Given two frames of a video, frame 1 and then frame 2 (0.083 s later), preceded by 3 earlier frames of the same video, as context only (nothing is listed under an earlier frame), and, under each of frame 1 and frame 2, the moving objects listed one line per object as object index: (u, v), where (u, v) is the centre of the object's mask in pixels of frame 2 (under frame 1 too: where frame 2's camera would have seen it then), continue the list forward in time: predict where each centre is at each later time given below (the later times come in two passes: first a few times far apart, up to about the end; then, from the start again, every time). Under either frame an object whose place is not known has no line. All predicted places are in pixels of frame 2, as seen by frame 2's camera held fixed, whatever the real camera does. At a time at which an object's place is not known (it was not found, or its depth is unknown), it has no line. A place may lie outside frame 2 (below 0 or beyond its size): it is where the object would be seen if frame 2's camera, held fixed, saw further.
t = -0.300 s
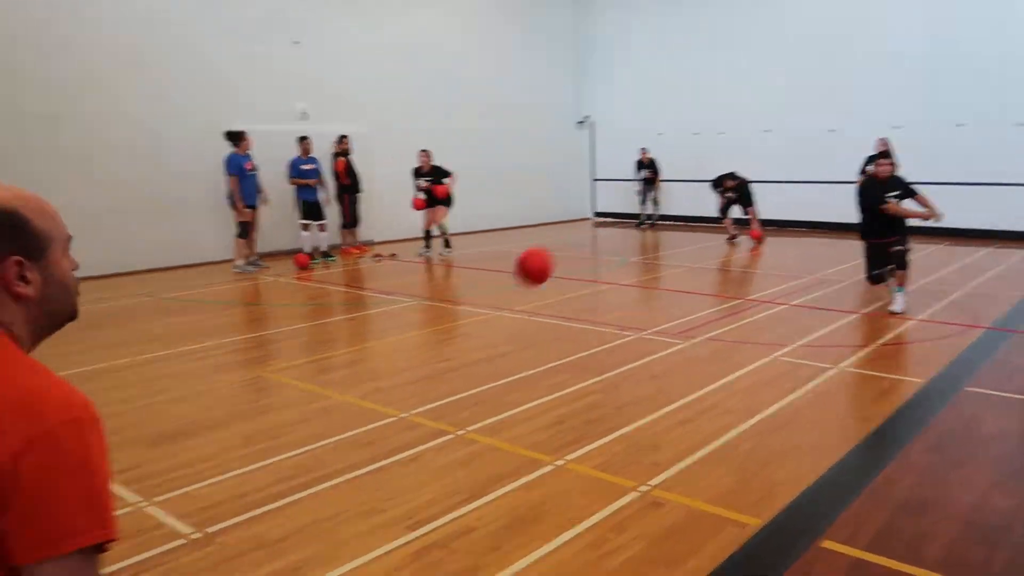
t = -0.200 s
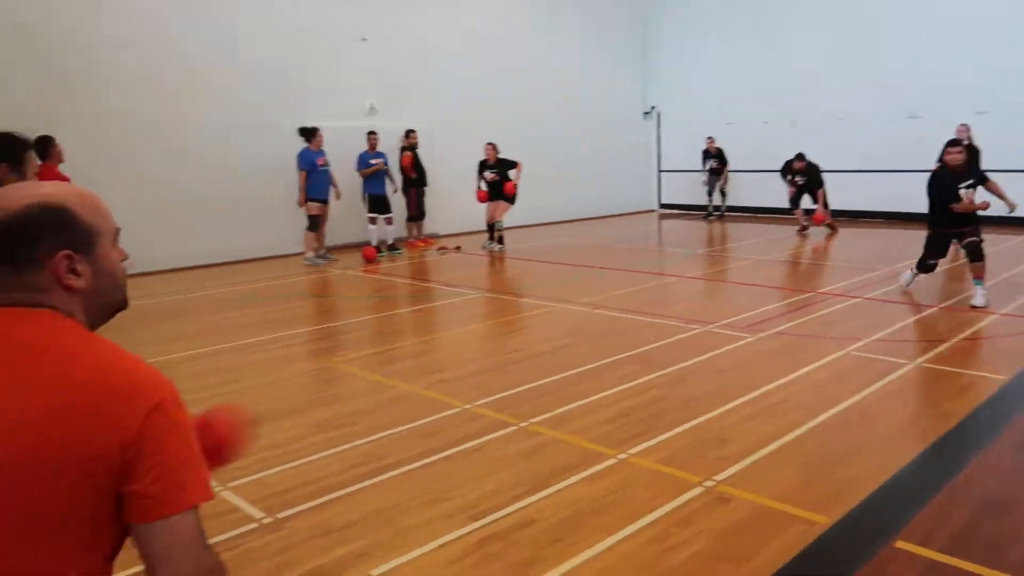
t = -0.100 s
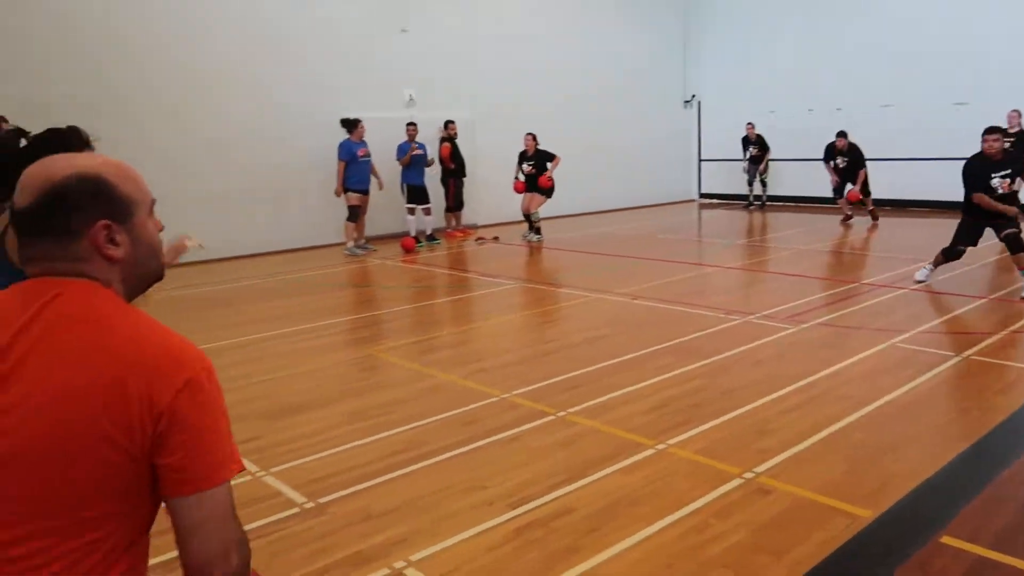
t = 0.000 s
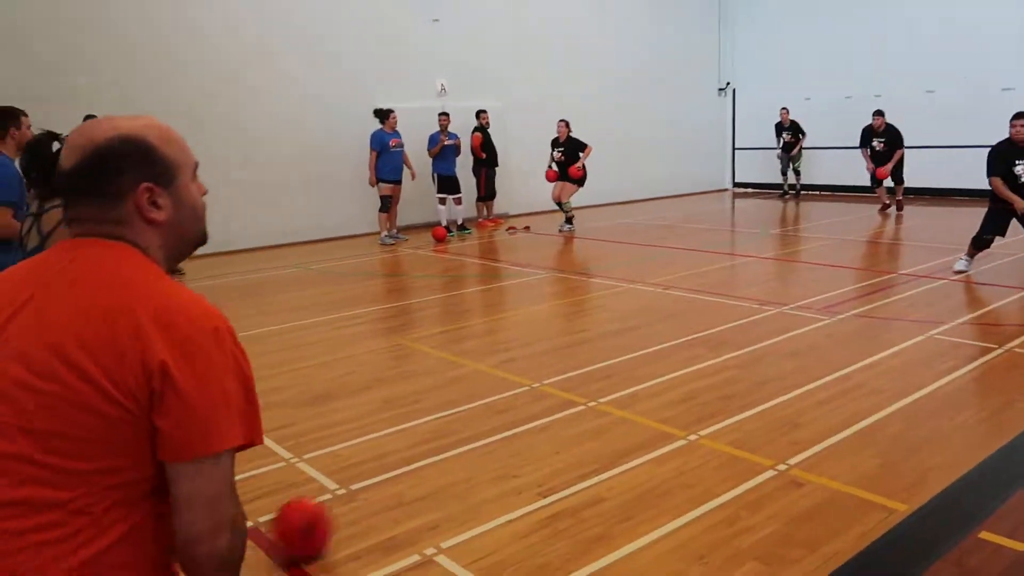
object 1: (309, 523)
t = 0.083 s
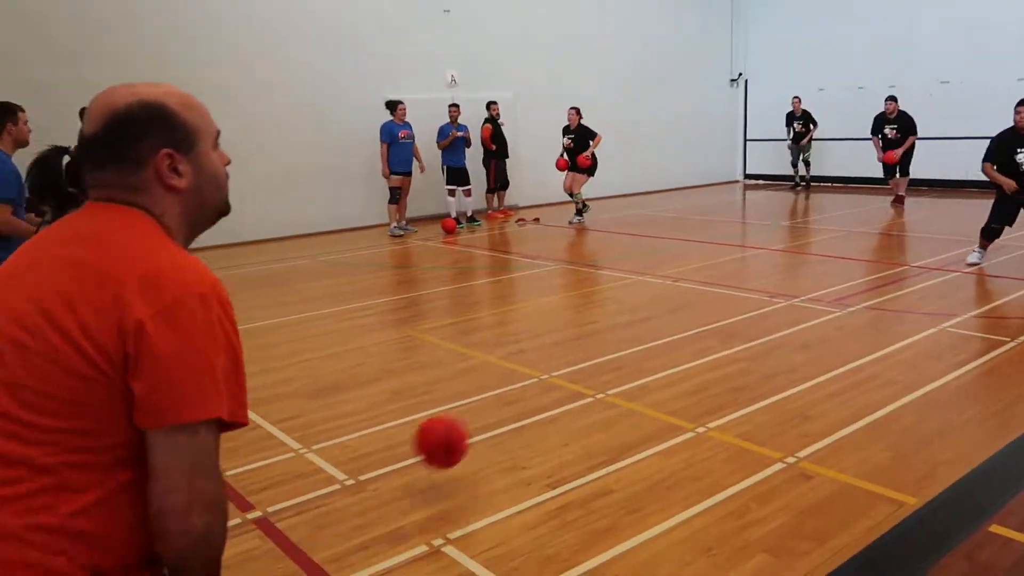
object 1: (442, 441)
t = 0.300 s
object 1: (680, 370)
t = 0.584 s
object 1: (865, 310)
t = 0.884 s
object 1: (986, 276)
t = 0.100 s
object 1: (465, 430)
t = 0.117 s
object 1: (487, 420)
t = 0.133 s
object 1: (508, 411)
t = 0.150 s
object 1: (528, 403)
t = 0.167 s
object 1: (548, 396)
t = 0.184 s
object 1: (567, 390)
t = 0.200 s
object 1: (585, 385)
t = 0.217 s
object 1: (603, 380)
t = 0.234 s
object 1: (619, 377)
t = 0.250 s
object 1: (635, 374)
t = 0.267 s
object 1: (651, 372)
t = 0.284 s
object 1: (666, 371)
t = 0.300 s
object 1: (680, 370)
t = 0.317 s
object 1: (693, 370)
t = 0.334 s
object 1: (707, 370)
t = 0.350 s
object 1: (719, 371)
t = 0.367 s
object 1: (732, 373)
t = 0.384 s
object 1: (744, 367)
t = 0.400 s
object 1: (756, 358)
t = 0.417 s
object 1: (767, 351)
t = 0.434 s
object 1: (778, 344)
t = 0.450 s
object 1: (789, 337)
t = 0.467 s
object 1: (799, 332)
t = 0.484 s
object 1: (809, 327)
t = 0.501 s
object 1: (820, 323)
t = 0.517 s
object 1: (829, 319)
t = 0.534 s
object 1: (838, 316)
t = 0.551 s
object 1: (847, 313)
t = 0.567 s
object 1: (856, 311)
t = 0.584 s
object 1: (865, 310)
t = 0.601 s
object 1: (873, 309)
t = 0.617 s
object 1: (881, 308)
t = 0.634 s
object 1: (889, 308)
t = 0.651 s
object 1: (897, 308)
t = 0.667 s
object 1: (904, 309)
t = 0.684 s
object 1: (911, 311)
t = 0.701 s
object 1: (918, 310)
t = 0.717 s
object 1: (925, 305)
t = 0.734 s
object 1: (932, 300)
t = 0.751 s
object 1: (939, 295)
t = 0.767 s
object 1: (945, 291)
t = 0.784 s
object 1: (951, 288)
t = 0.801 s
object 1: (958, 285)
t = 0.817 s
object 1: (964, 282)
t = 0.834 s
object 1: (969, 280)
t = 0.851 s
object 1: (975, 279)
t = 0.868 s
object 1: (980, 277)
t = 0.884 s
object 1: (986, 276)
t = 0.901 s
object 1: (991, 276)
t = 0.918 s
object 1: (996, 276)
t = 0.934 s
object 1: (1001, 276)
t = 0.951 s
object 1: (1006, 277)
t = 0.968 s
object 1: (1010, 279)
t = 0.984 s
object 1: (1014, 277)
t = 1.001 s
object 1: (1020, 274)
